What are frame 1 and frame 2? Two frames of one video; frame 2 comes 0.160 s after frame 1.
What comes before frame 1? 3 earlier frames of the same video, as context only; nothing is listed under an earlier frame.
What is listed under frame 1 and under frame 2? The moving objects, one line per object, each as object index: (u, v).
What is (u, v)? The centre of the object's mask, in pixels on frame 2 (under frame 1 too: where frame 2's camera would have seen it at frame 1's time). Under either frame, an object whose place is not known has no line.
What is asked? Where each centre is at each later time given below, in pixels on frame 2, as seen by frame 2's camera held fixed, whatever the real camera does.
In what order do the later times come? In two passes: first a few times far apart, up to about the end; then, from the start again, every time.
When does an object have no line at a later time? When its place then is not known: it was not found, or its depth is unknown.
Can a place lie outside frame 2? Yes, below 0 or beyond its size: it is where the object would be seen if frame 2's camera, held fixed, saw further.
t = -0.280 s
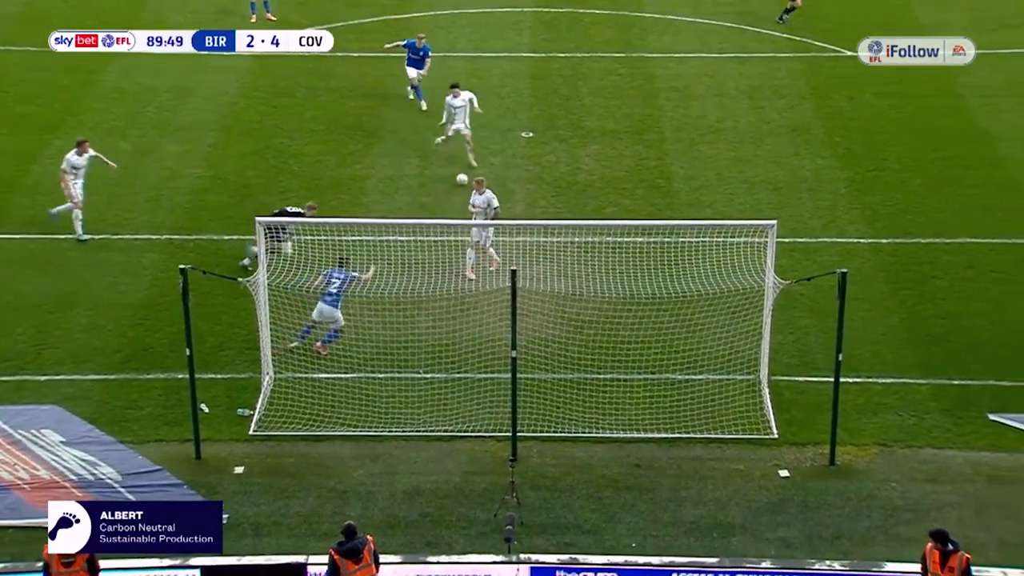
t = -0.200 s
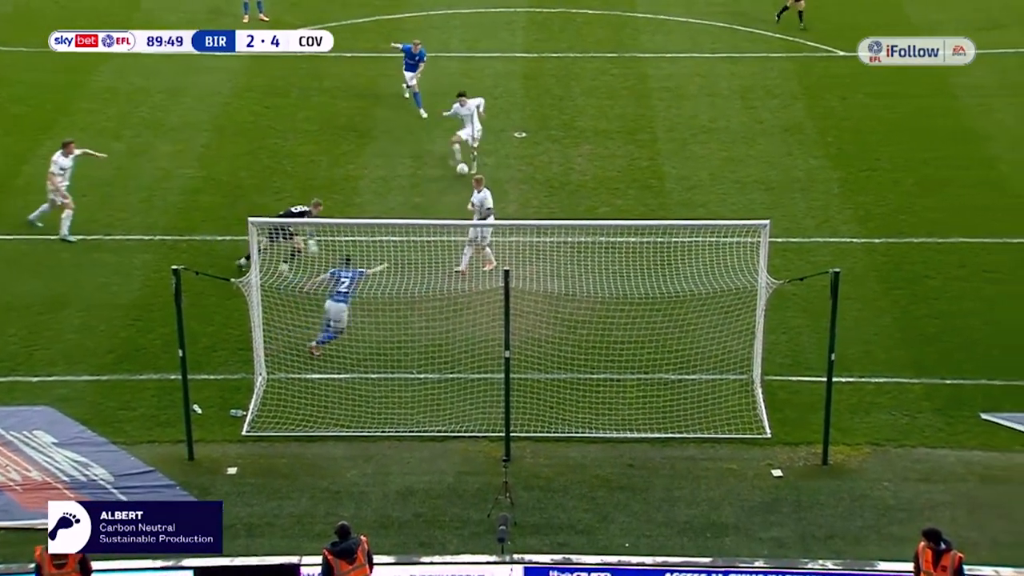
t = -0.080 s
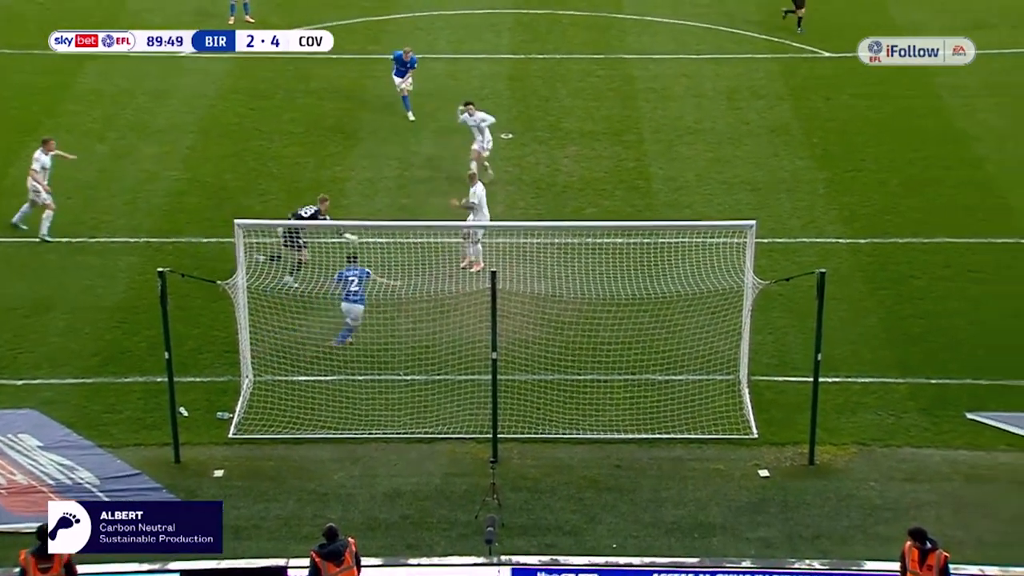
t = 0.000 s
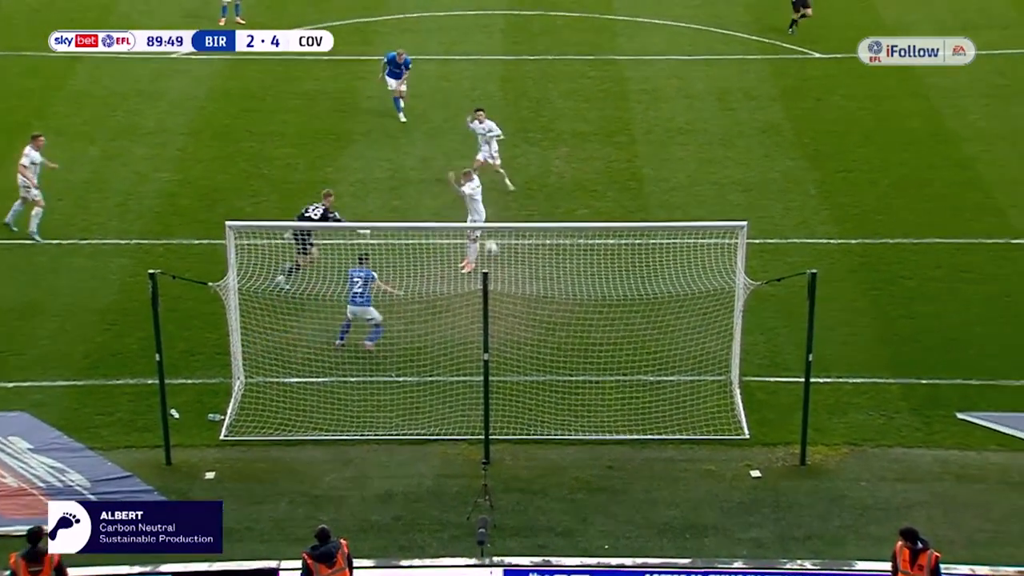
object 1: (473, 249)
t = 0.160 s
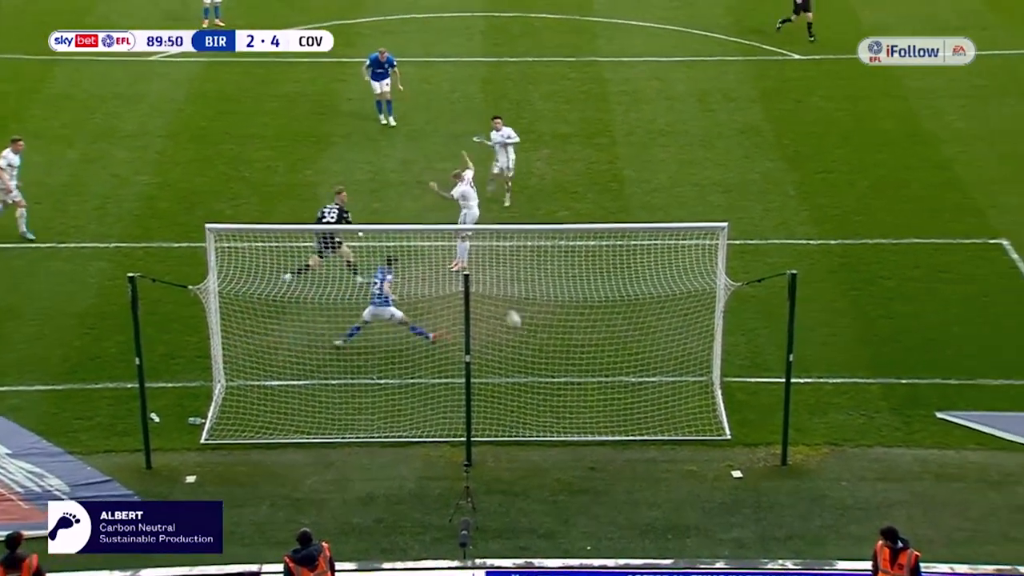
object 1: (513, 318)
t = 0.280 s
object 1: (543, 384)
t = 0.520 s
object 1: (584, 425)
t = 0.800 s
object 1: (607, 371)
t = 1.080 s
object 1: (623, 357)
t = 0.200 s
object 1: (523, 339)
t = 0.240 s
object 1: (534, 364)
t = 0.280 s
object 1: (543, 384)
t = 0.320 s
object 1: (552, 401)
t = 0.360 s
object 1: (560, 419)
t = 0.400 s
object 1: (570, 435)
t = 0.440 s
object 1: (575, 437)
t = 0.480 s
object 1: (580, 433)
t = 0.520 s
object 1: (584, 425)
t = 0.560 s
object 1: (588, 417)
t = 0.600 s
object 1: (592, 408)
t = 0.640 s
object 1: (596, 399)
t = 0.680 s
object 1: (599, 391)
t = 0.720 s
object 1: (601, 383)
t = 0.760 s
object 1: (604, 376)
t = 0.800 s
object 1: (607, 371)
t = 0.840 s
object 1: (609, 367)
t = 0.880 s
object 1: (611, 363)
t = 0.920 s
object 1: (614, 359)
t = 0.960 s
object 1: (617, 358)
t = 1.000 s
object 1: (619, 357)
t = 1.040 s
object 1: (621, 357)
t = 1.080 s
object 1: (623, 357)
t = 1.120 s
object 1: (625, 358)
